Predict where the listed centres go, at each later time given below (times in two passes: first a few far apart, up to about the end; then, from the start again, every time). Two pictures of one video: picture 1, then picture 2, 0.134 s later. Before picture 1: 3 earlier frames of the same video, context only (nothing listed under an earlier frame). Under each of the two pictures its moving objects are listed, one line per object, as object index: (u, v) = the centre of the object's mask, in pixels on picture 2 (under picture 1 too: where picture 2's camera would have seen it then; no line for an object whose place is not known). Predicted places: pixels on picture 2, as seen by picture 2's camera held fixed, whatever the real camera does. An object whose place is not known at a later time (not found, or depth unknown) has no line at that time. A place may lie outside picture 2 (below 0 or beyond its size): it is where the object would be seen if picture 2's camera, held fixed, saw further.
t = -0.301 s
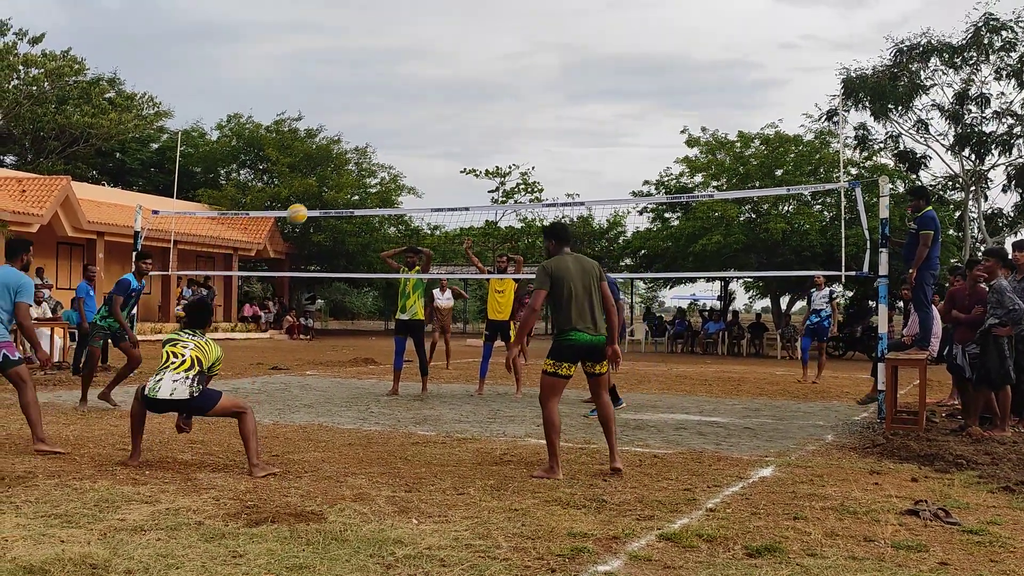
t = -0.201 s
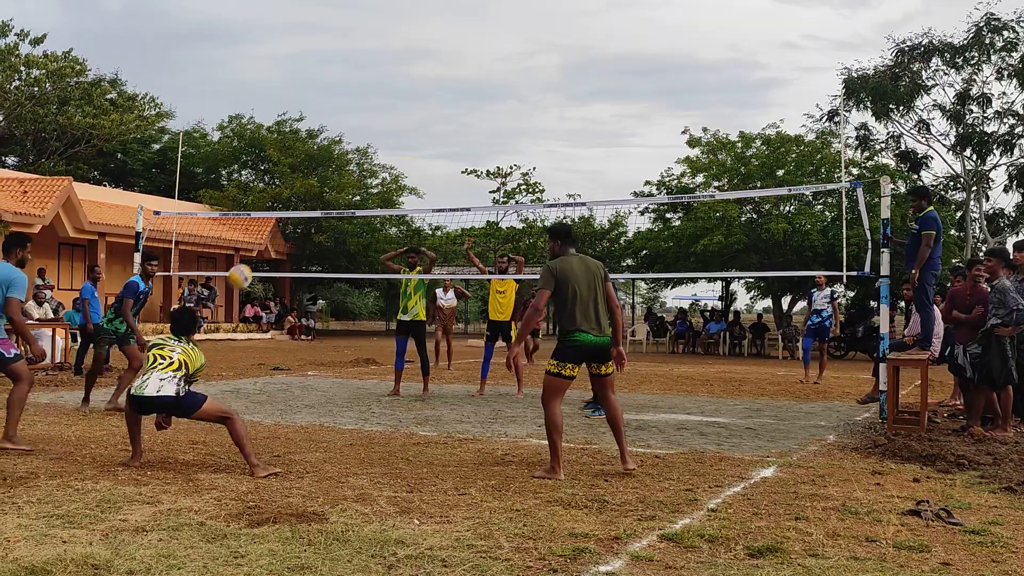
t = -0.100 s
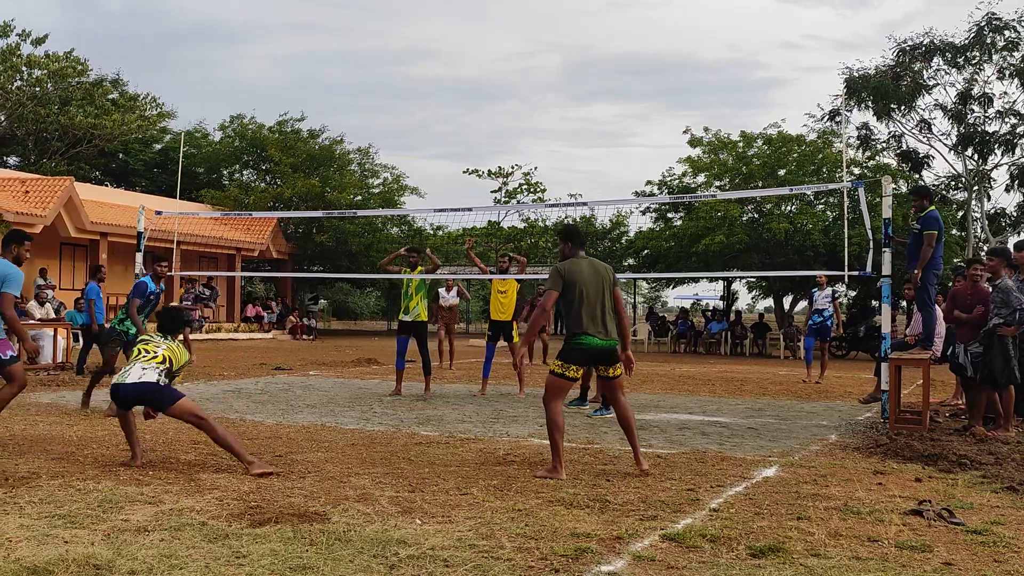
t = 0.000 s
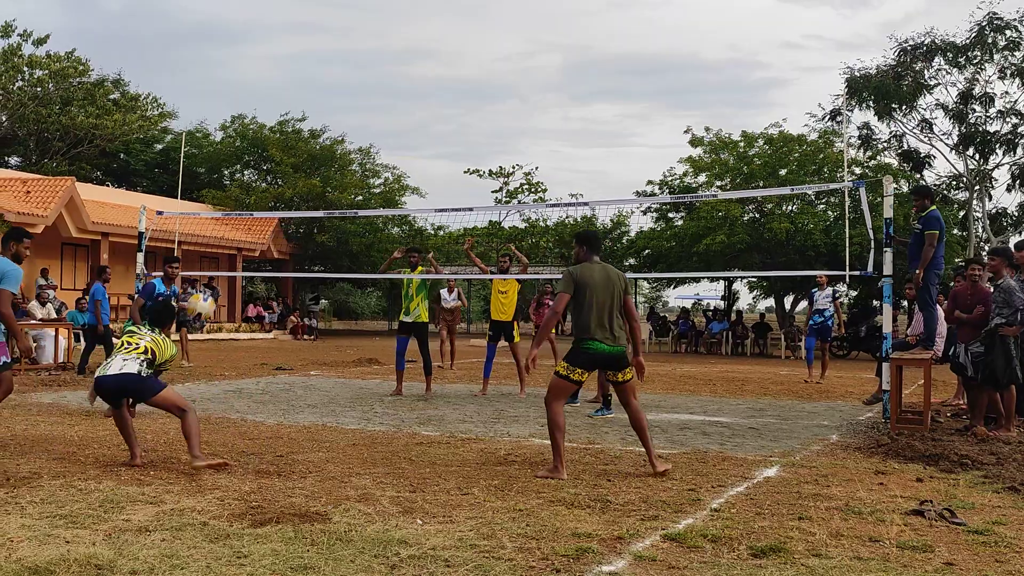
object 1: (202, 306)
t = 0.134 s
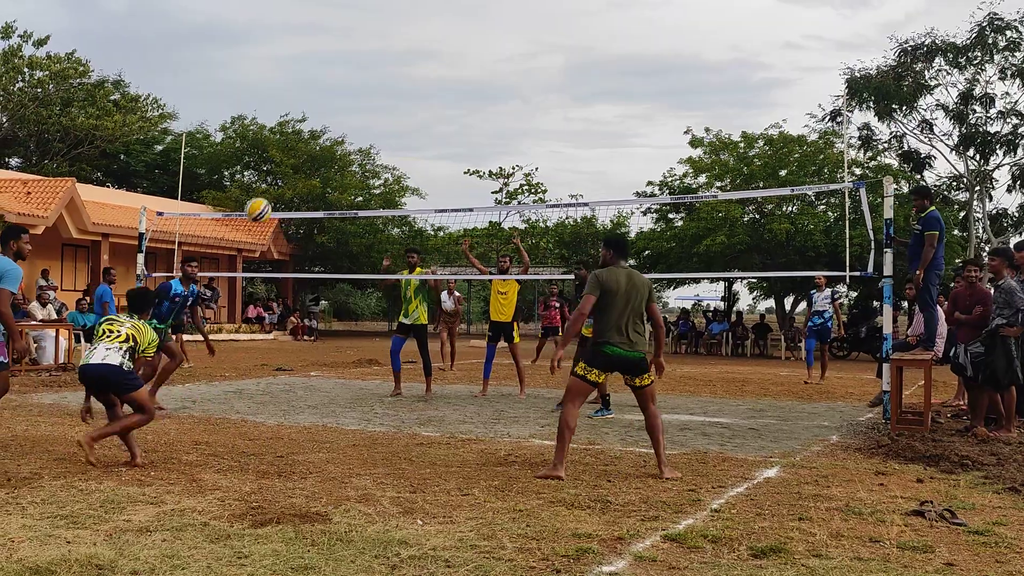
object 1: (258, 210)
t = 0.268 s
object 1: (309, 141)
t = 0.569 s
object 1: (412, 70)
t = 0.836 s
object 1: (490, 86)
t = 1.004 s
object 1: (534, 129)
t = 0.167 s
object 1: (271, 191)
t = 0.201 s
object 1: (285, 173)
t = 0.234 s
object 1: (297, 157)
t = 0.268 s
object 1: (309, 141)
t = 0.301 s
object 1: (322, 128)
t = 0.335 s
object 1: (333, 117)
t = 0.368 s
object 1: (346, 106)
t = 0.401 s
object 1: (357, 97)
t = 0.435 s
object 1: (369, 89)
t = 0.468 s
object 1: (380, 82)
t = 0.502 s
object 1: (390, 77)
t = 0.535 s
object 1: (401, 73)
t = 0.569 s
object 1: (412, 70)
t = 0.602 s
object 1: (422, 68)
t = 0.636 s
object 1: (432, 67)
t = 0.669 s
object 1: (442, 68)
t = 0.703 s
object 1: (453, 69)
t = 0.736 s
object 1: (462, 72)
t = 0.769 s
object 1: (471, 76)
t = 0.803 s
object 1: (481, 81)
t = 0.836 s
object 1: (490, 86)
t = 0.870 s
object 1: (499, 93)
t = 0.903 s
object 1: (508, 101)
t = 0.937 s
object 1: (517, 110)
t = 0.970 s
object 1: (525, 119)
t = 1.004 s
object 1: (534, 129)
